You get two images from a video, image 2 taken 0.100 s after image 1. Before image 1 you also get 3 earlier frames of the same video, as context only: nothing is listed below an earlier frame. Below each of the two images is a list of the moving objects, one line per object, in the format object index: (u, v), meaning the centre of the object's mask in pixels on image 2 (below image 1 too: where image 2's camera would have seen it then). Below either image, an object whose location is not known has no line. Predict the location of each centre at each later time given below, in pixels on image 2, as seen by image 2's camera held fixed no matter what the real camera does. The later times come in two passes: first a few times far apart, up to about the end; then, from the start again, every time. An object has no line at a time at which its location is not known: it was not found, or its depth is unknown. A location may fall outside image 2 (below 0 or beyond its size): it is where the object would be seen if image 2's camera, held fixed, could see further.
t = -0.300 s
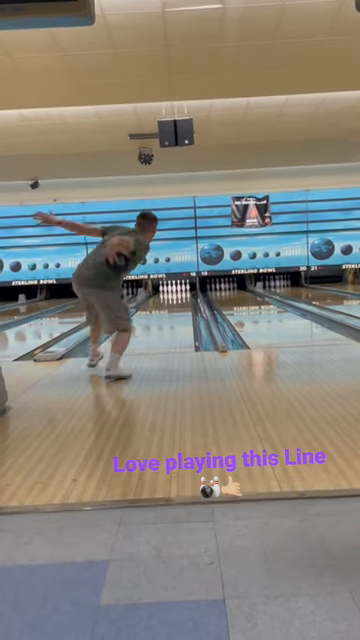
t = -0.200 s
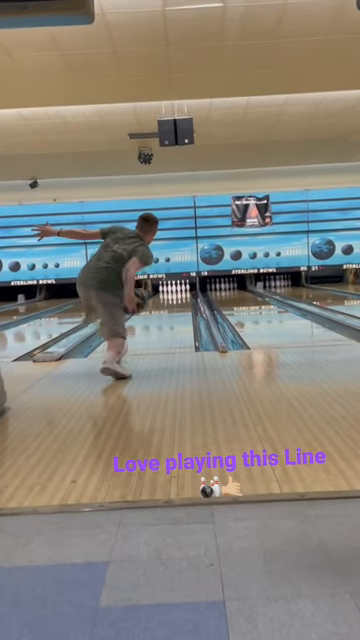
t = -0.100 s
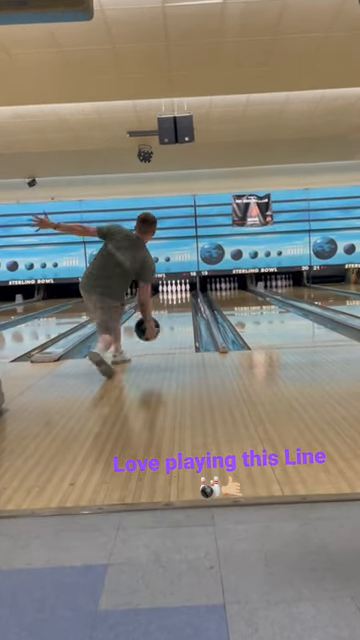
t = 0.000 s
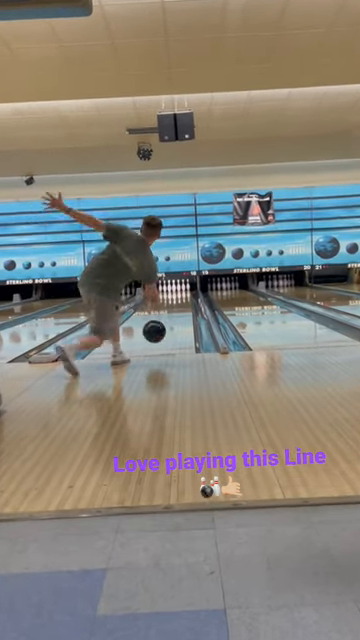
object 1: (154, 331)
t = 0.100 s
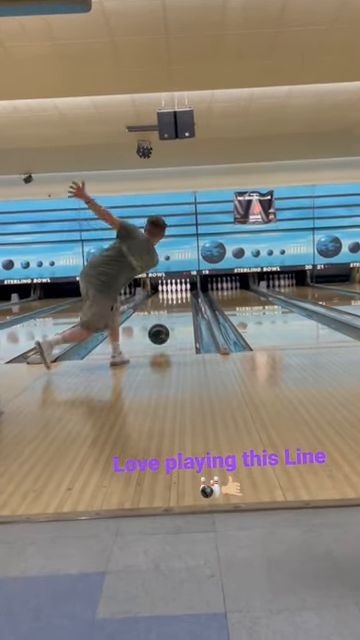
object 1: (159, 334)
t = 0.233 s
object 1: (163, 330)
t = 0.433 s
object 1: (168, 321)
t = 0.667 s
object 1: (172, 313)
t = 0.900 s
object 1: (175, 307)
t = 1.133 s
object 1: (178, 302)
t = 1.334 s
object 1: (178, 298)
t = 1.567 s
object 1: (179, 295)
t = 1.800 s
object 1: (180, 292)
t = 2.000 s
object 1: (181, 289)
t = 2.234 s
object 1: (180, 289)
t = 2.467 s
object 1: (179, 289)
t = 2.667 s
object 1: (178, 286)
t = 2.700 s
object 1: (177, 287)
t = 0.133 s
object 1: (160, 336)
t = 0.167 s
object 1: (161, 334)
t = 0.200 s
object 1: (162, 332)
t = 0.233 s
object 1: (163, 330)
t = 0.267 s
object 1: (164, 328)
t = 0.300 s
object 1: (165, 327)
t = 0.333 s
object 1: (165, 325)
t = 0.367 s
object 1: (166, 324)
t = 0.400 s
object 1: (167, 322)
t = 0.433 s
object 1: (168, 321)
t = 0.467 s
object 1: (168, 320)
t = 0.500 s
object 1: (169, 319)
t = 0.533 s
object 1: (170, 318)
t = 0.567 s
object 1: (170, 317)
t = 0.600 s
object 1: (170, 315)
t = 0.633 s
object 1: (171, 314)
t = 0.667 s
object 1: (172, 313)
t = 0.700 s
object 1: (172, 312)
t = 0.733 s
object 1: (173, 311)
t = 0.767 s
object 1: (173, 310)
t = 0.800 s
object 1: (173, 310)
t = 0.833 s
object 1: (173, 309)
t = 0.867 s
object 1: (174, 308)
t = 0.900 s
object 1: (175, 307)
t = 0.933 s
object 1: (175, 307)
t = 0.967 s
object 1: (176, 305)
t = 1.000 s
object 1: (176, 305)
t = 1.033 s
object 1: (177, 304)
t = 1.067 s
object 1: (178, 303)
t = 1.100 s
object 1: (178, 302)
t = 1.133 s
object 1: (178, 302)
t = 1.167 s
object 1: (178, 301)
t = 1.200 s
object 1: (178, 300)
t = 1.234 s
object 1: (178, 300)
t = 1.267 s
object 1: (178, 299)
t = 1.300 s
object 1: (178, 299)
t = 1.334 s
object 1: (178, 298)
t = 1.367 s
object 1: (178, 298)
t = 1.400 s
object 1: (178, 298)
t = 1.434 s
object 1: (179, 297)
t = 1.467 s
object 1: (179, 297)
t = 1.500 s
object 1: (179, 296)
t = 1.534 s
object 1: (179, 295)
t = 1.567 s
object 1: (179, 295)
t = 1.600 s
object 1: (179, 294)
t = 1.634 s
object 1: (179, 294)
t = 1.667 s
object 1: (179, 293)
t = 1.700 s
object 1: (180, 293)
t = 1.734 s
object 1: (180, 293)
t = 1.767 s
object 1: (180, 293)
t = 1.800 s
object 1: (180, 292)
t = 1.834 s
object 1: (180, 291)
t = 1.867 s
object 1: (180, 291)
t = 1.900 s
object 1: (180, 291)
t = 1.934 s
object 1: (180, 290)
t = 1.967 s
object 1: (181, 290)
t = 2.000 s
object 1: (181, 289)
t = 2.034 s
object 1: (181, 289)
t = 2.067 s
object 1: (181, 289)
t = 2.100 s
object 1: (181, 289)
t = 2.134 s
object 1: (181, 289)
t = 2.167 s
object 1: (181, 289)
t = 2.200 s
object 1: (180, 289)
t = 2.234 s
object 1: (180, 289)
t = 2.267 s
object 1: (180, 289)
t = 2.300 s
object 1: (180, 289)
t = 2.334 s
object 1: (180, 289)
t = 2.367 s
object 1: (180, 289)
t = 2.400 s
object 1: (179, 289)
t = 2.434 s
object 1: (179, 289)
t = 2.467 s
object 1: (179, 289)
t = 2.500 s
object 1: (178, 288)
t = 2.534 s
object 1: (178, 288)
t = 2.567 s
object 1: (178, 288)
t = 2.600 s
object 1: (178, 288)
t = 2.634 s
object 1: (178, 287)
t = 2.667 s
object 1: (178, 286)
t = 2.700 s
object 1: (177, 287)
